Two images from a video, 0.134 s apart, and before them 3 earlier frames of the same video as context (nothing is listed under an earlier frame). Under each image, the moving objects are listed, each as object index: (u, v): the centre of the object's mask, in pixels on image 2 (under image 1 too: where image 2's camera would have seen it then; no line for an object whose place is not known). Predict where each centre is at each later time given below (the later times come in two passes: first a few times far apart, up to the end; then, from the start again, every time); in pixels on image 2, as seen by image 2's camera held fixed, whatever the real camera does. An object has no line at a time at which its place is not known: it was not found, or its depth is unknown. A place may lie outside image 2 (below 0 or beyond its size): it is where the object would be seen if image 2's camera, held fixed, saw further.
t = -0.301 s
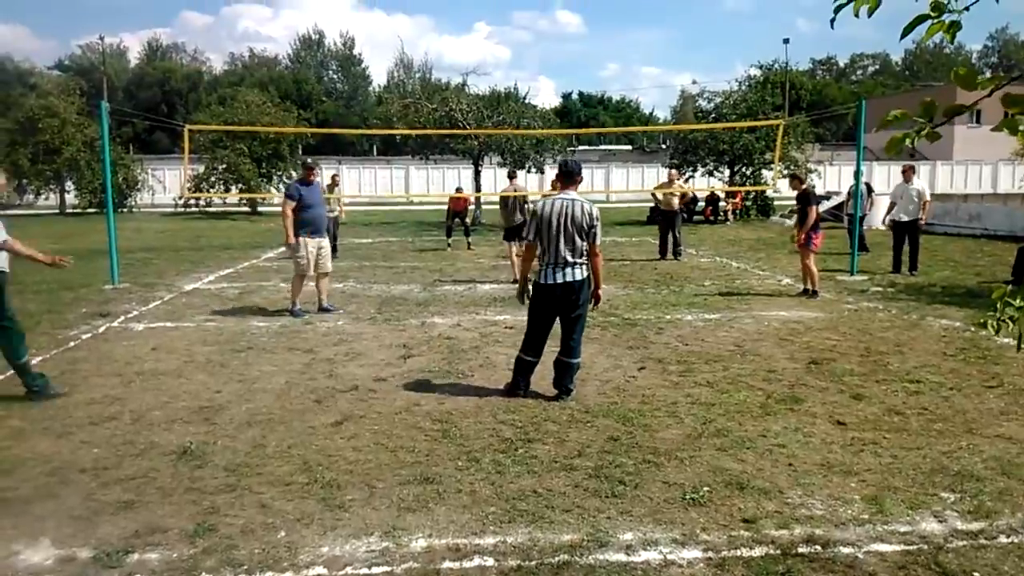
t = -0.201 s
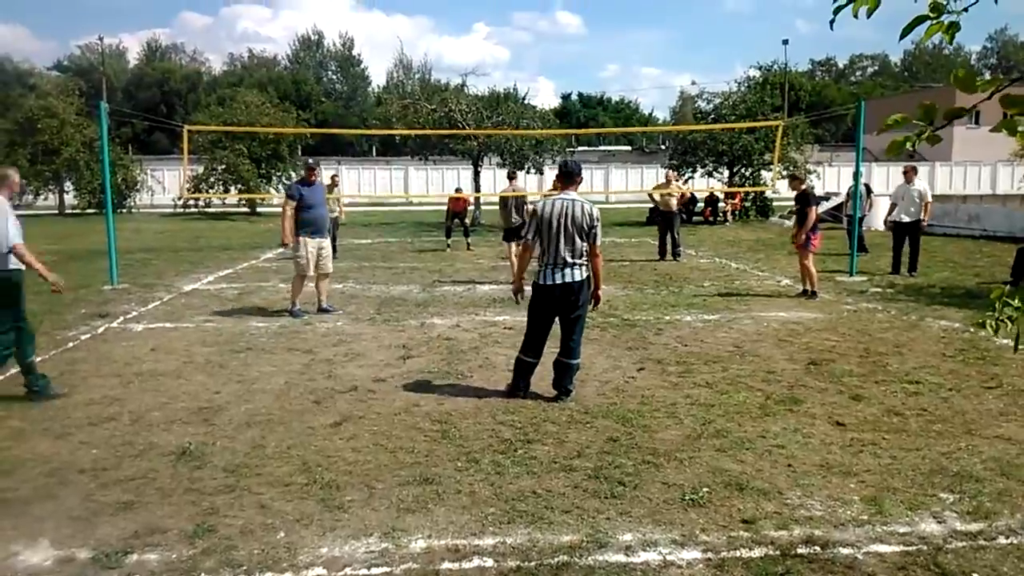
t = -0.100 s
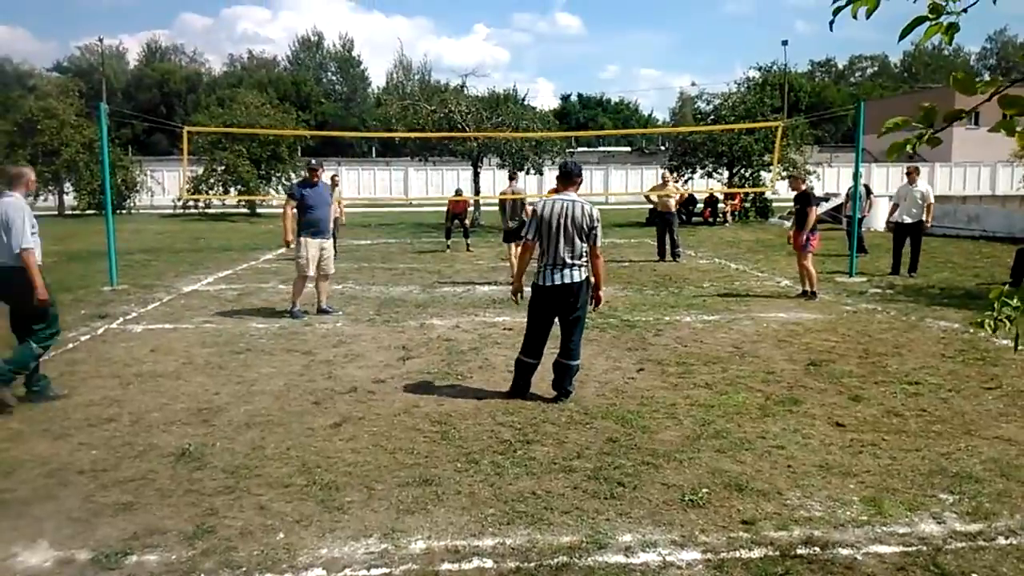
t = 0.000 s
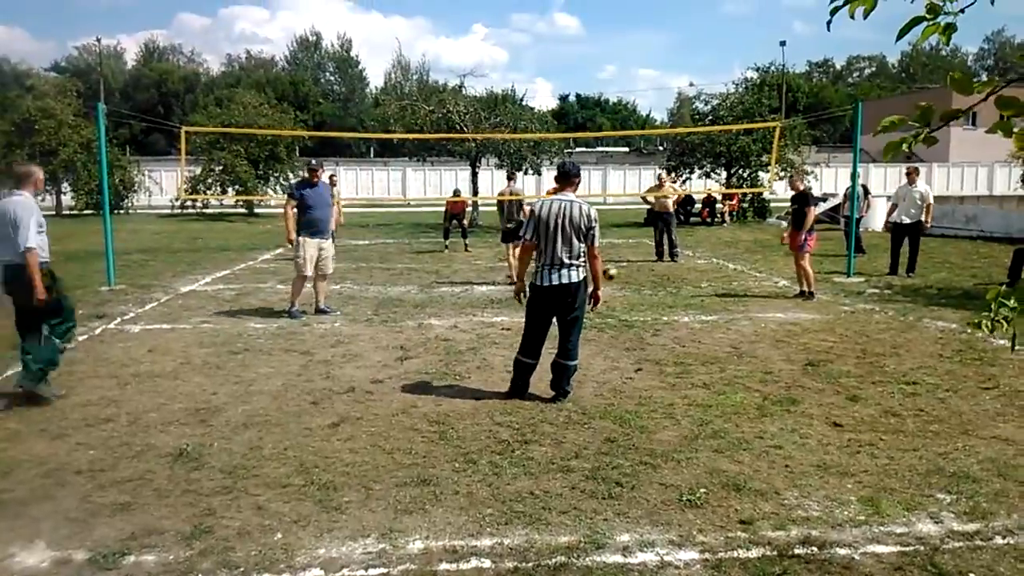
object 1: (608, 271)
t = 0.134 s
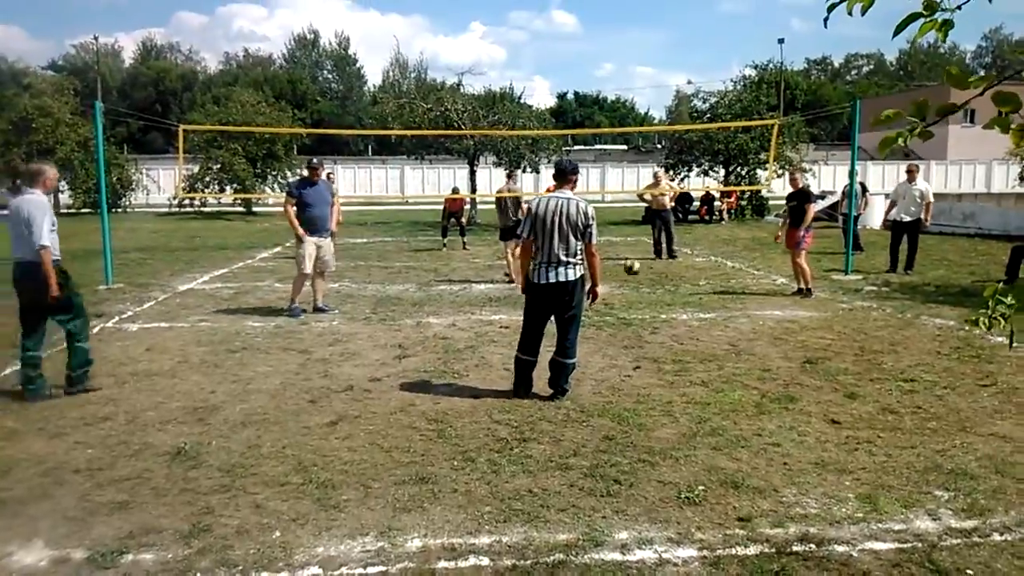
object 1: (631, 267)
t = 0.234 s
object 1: (652, 274)
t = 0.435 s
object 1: (700, 320)
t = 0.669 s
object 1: (774, 306)
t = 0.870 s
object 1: (861, 350)
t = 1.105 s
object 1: (1009, 410)
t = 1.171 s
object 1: (1066, 429)
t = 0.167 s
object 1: (639, 268)
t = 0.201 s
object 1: (644, 270)
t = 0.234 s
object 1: (652, 274)
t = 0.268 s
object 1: (659, 278)
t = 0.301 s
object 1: (668, 284)
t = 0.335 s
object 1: (675, 292)
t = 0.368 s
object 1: (683, 300)
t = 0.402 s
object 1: (691, 310)
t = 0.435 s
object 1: (700, 320)
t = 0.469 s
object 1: (709, 315)
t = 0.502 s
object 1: (720, 311)
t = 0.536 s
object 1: (729, 308)
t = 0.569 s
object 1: (740, 306)
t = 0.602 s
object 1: (751, 304)
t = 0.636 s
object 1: (763, 305)
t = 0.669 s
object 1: (774, 306)
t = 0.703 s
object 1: (788, 308)
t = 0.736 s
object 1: (801, 314)
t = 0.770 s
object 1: (814, 320)
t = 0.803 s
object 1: (829, 327)
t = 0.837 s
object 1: (845, 337)
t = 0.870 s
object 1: (861, 350)
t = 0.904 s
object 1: (878, 364)
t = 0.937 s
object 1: (896, 381)
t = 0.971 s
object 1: (916, 400)
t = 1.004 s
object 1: (936, 402)
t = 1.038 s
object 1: (959, 403)
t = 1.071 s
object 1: (983, 405)
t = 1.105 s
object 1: (1009, 410)
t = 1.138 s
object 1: (1036, 418)
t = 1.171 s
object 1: (1066, 429)
